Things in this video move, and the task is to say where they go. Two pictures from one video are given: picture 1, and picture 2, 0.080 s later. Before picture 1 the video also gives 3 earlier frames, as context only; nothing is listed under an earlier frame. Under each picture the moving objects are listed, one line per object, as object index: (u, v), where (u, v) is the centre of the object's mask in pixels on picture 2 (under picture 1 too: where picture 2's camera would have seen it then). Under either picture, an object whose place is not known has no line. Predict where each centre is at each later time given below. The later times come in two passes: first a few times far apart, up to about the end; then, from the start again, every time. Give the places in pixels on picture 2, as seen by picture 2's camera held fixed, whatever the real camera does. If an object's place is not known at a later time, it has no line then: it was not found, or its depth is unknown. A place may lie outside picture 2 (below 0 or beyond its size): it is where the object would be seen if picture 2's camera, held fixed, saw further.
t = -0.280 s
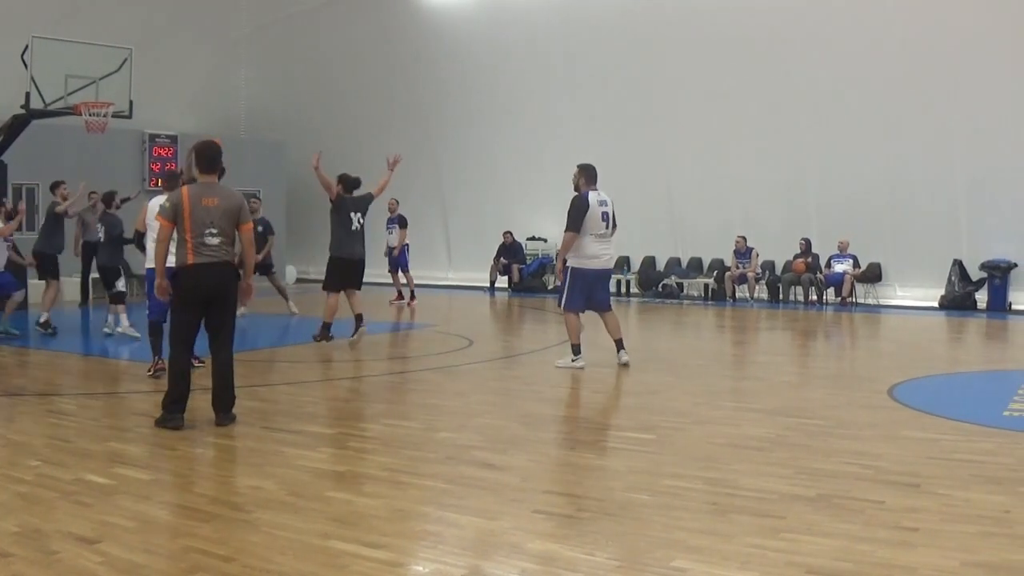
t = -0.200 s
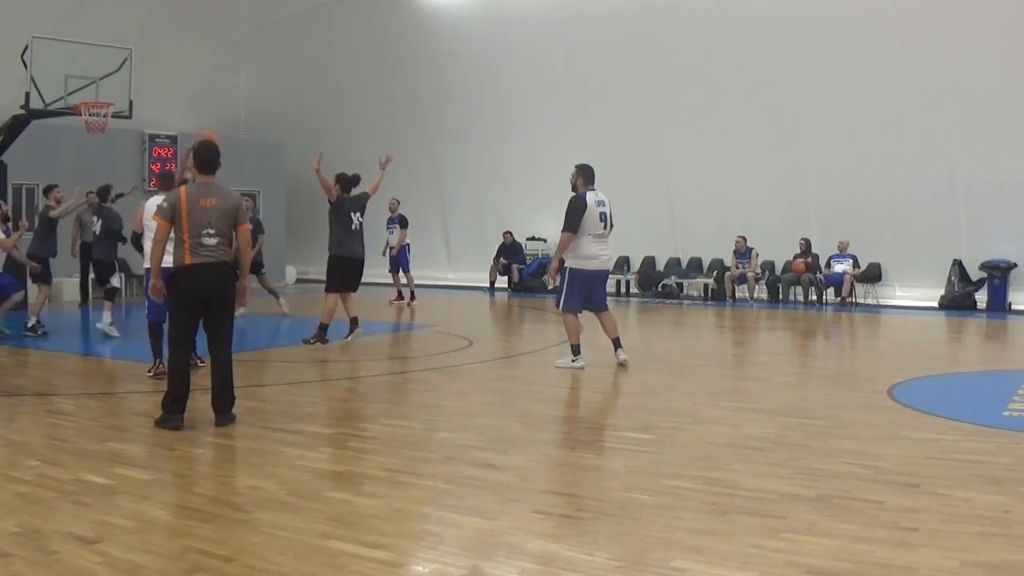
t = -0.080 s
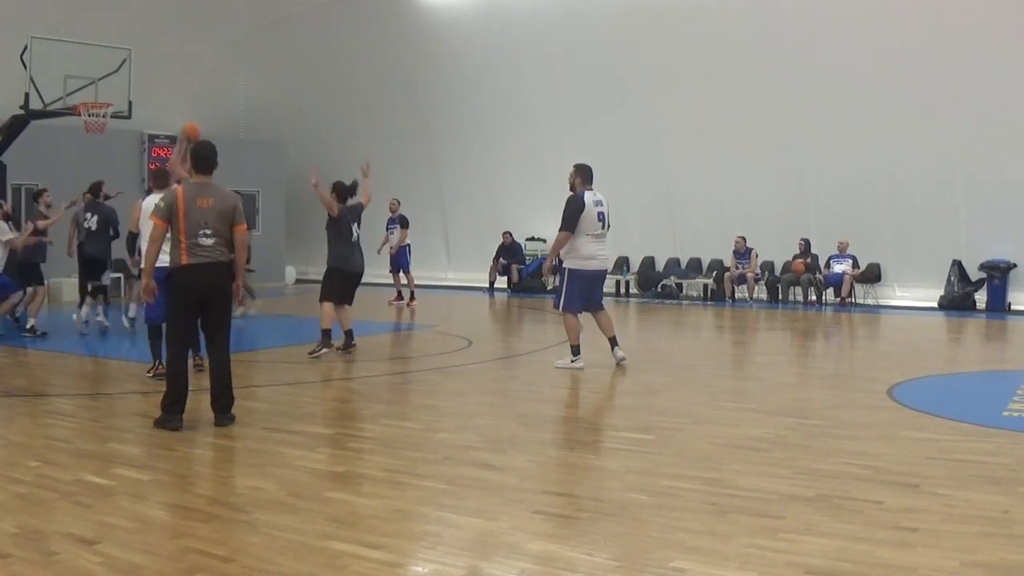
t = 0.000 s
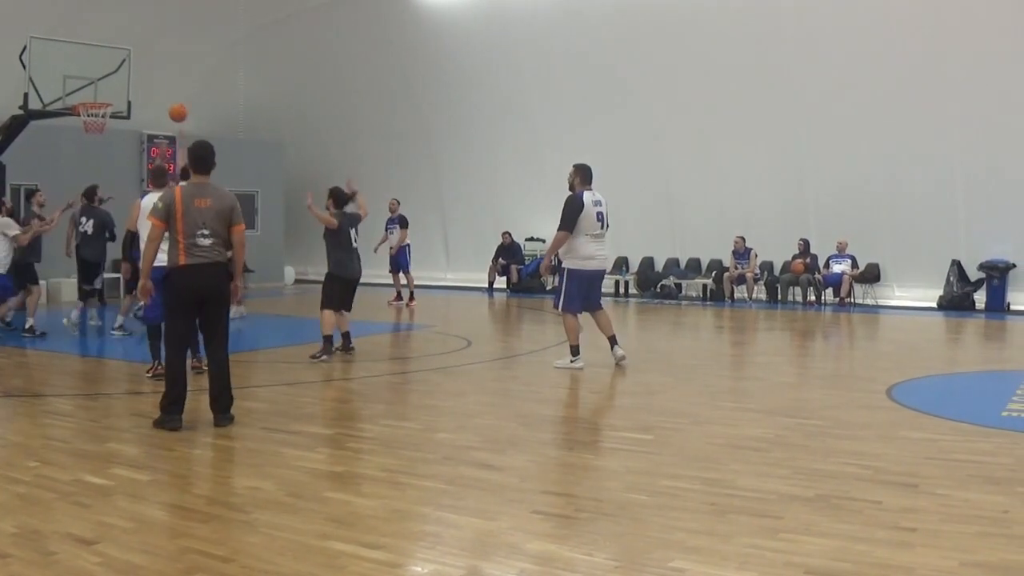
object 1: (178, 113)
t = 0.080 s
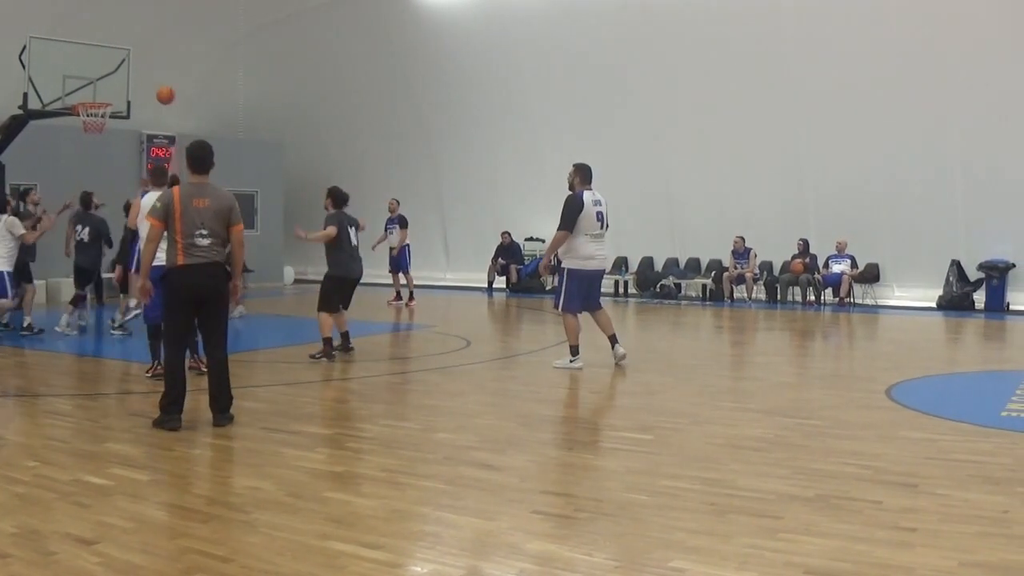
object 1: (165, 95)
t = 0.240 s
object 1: (141, 74)
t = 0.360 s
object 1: (124, 72)
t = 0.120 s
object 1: (159, 87)
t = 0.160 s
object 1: (153, 82)
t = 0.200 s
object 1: (147, 77)
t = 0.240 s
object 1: (141, 74)
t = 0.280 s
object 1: (136, 72)
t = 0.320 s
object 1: (130, 71)
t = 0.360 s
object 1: (124, 72)
